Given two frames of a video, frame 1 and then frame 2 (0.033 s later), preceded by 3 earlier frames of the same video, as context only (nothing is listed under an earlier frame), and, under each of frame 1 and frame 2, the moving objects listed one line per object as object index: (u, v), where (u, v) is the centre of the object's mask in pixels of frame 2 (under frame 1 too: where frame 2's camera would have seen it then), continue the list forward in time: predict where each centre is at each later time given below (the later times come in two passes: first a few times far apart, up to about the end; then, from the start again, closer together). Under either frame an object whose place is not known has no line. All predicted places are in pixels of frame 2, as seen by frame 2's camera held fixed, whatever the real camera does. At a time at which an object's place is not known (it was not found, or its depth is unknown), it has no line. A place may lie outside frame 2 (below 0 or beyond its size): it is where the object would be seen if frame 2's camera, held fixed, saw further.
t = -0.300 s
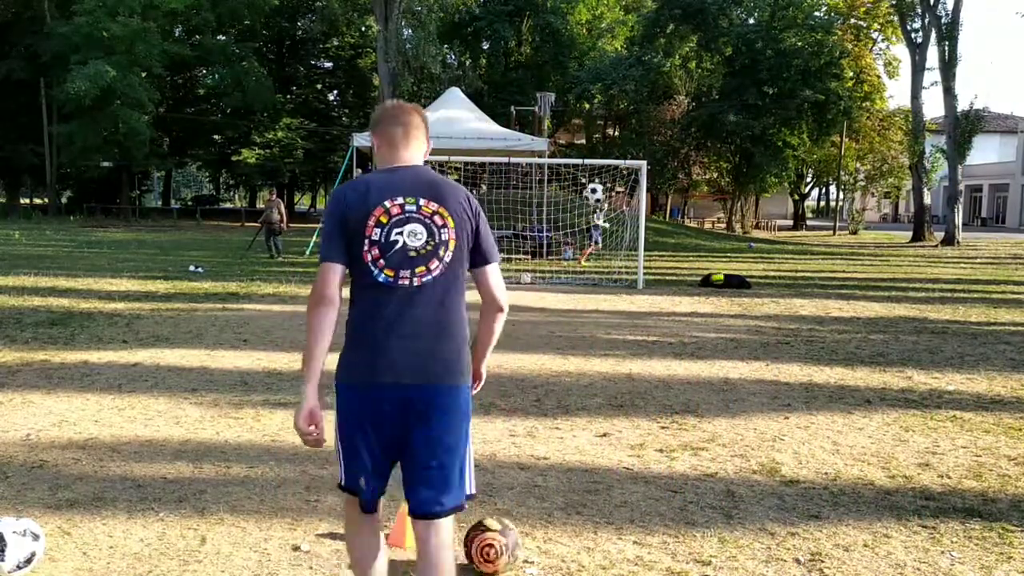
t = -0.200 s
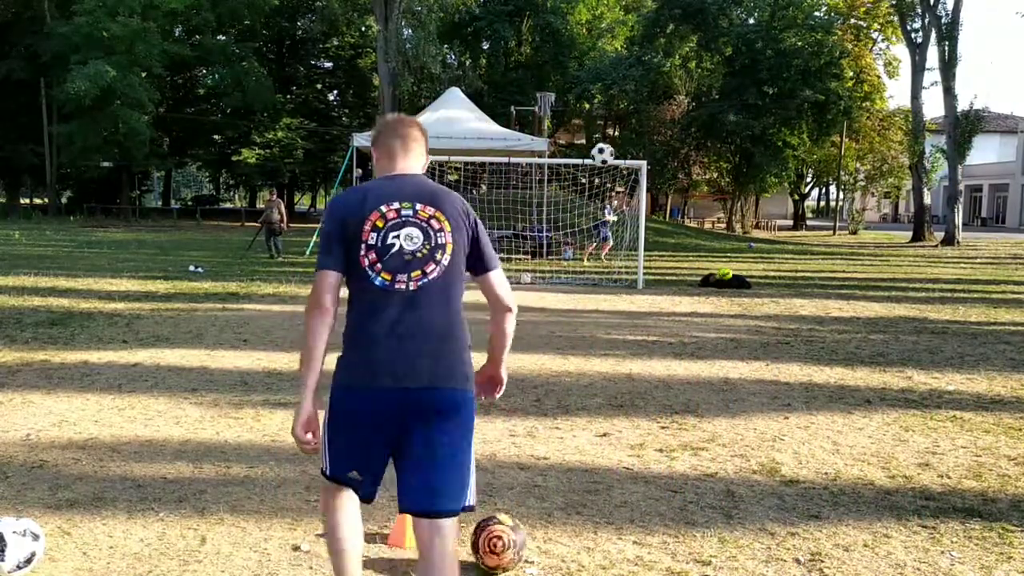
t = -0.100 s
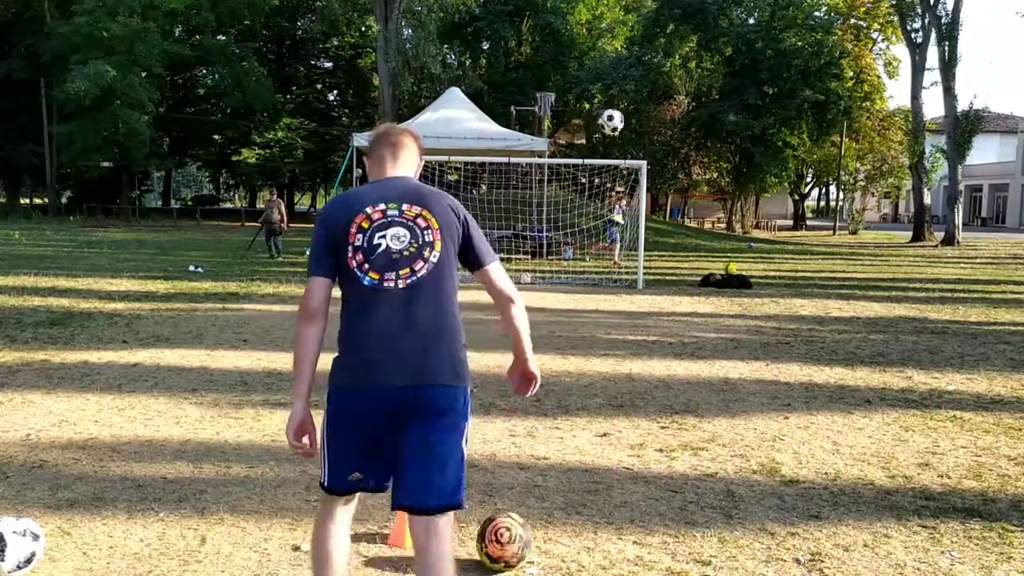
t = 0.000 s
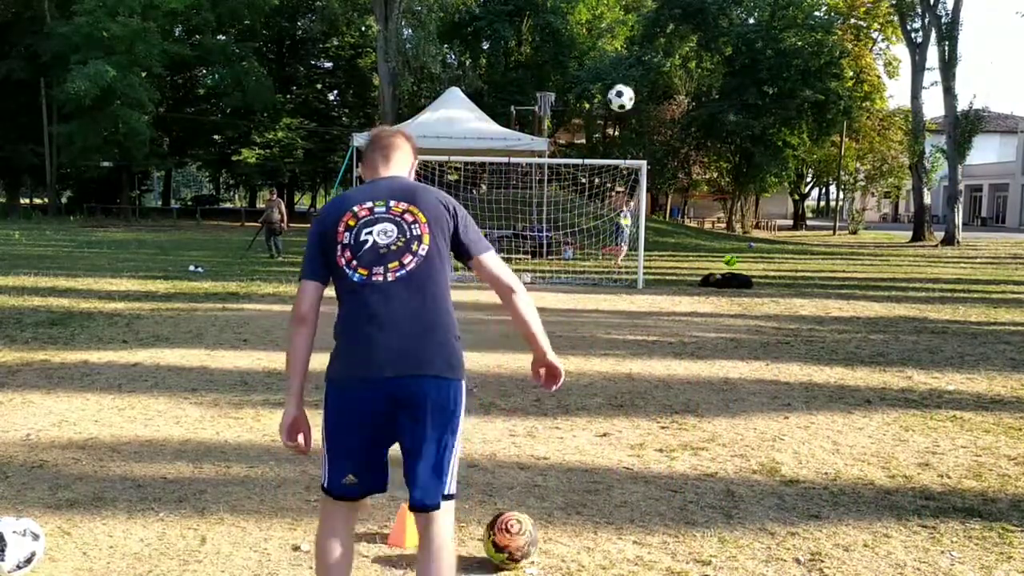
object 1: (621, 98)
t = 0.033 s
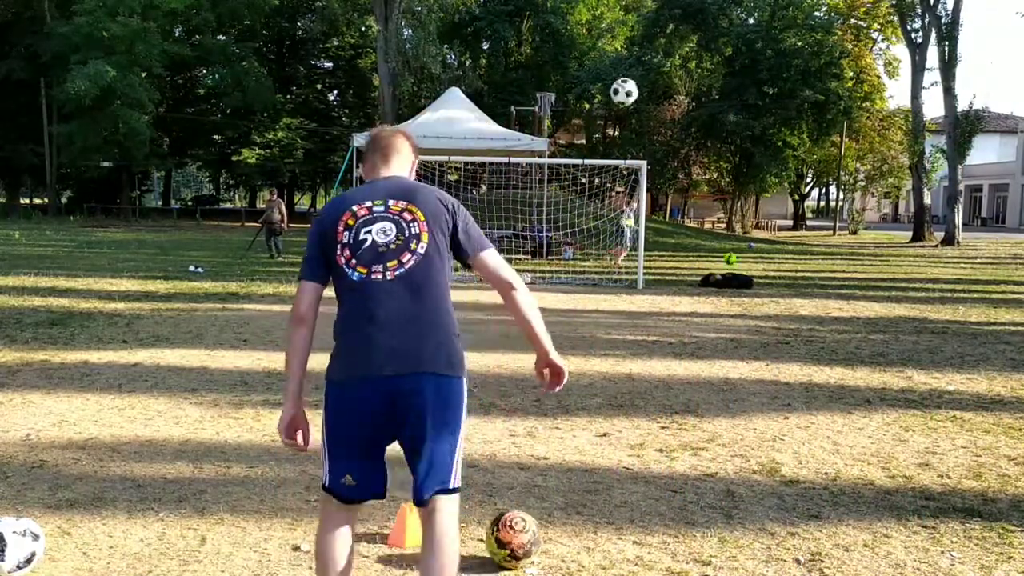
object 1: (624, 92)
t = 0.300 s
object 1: (654, 96)
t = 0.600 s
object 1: (700, 260)
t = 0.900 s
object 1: (761, 385)
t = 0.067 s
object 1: (628, 87)
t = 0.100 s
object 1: (631, 85)
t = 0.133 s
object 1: (634, 82)
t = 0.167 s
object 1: (638, 82)
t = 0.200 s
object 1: (642, 83)
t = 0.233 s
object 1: (646, 85)
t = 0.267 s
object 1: (650, 90)
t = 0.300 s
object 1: (654, 96)
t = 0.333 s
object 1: (659, 104)
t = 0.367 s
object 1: (663, 114)
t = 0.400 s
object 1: (668, 127)
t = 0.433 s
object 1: (673, 142)
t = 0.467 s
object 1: (678, 160)
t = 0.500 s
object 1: (683, 179)
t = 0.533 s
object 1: (689, 203)
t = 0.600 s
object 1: (700, 260)
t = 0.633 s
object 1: (706, 293)
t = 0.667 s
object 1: (712, 330)
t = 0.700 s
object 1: (718, 372)
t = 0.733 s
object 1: (725, 417)
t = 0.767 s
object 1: (733, 467)
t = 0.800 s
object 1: (739, 460)
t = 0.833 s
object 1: (746, 435)
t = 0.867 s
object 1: (753, 409)
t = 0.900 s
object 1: (761, 385)
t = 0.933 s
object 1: (769, 360)
